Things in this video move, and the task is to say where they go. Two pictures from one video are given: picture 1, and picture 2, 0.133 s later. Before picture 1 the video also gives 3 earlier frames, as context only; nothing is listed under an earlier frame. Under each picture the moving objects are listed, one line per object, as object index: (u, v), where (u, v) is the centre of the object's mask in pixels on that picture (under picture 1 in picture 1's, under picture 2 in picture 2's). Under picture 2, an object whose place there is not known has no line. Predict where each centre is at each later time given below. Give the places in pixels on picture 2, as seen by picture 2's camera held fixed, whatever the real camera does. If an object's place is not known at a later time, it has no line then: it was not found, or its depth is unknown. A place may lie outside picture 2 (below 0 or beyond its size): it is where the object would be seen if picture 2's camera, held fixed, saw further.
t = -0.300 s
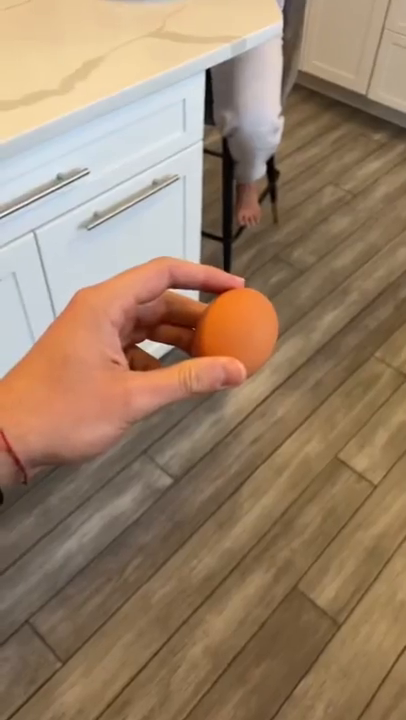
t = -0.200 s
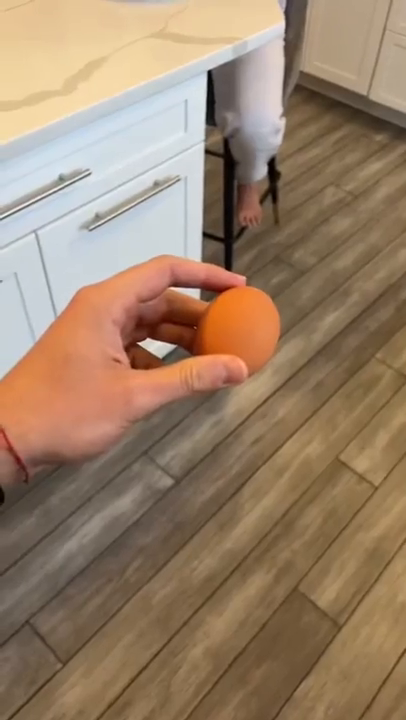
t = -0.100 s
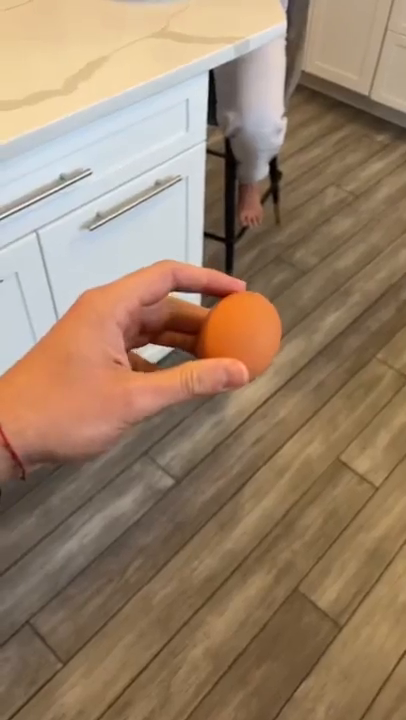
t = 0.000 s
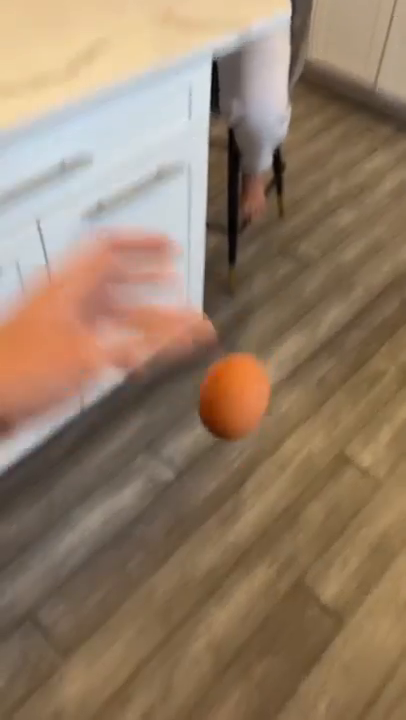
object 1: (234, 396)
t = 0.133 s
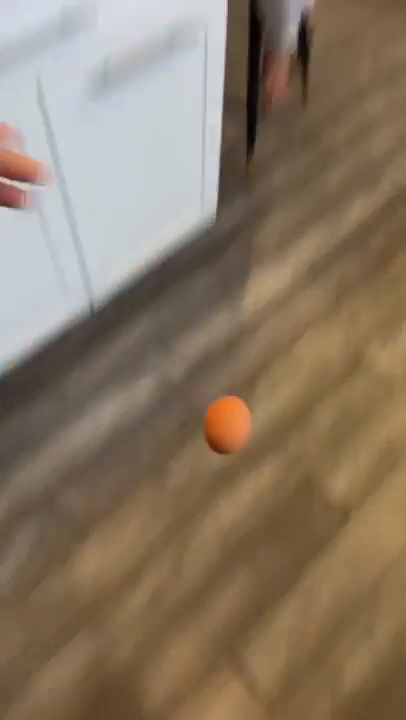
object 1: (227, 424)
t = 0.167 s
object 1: (222, 455)
